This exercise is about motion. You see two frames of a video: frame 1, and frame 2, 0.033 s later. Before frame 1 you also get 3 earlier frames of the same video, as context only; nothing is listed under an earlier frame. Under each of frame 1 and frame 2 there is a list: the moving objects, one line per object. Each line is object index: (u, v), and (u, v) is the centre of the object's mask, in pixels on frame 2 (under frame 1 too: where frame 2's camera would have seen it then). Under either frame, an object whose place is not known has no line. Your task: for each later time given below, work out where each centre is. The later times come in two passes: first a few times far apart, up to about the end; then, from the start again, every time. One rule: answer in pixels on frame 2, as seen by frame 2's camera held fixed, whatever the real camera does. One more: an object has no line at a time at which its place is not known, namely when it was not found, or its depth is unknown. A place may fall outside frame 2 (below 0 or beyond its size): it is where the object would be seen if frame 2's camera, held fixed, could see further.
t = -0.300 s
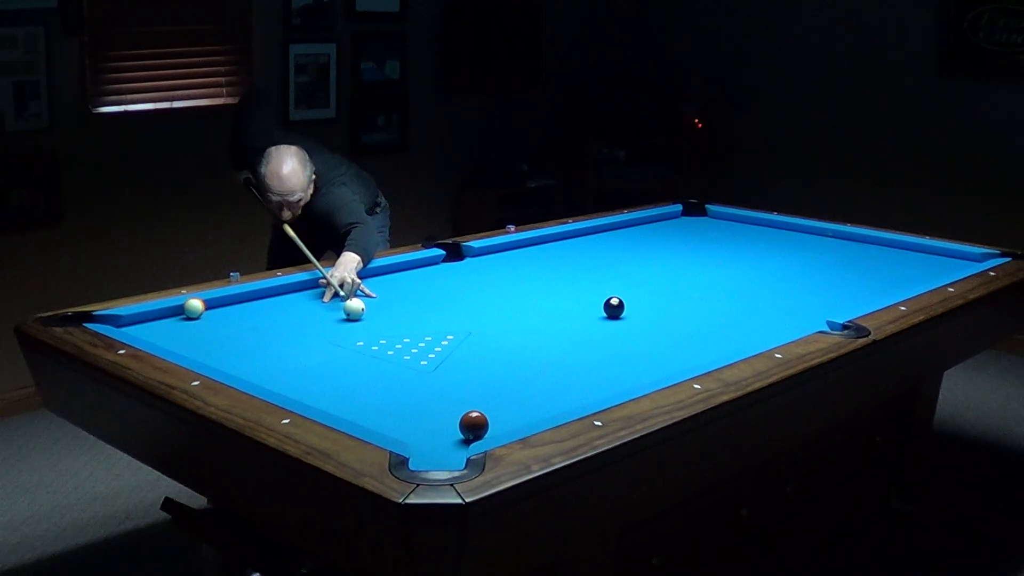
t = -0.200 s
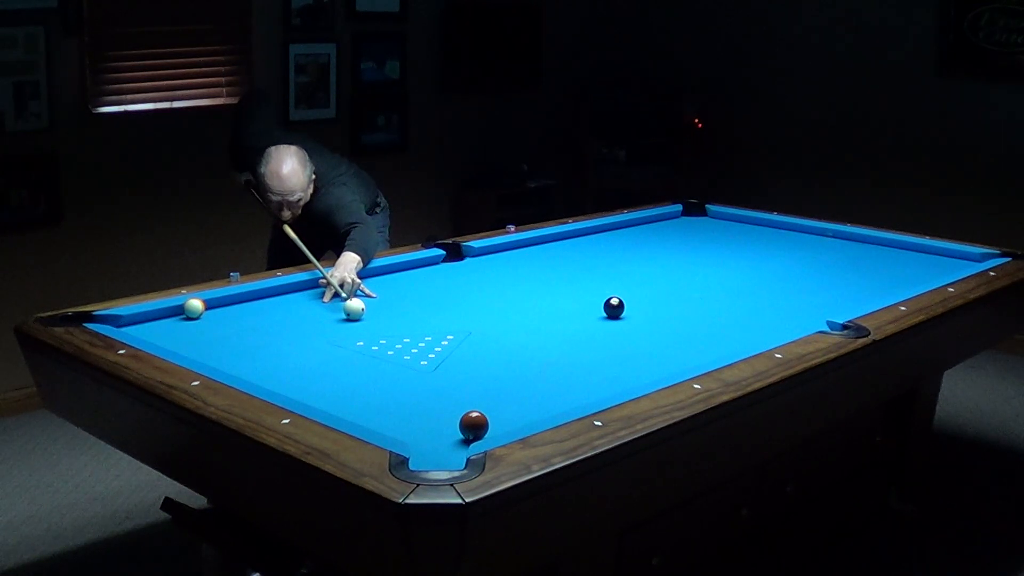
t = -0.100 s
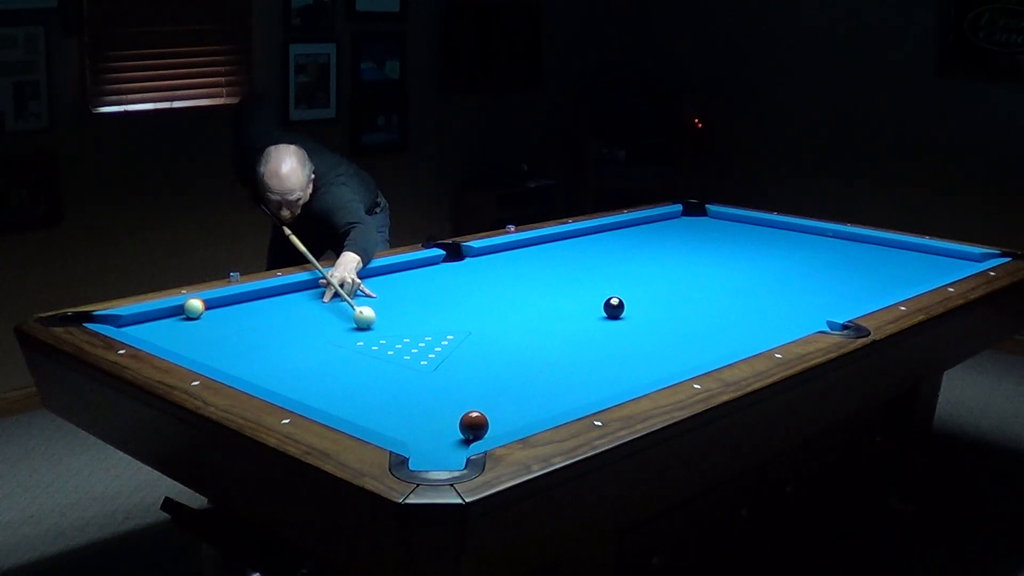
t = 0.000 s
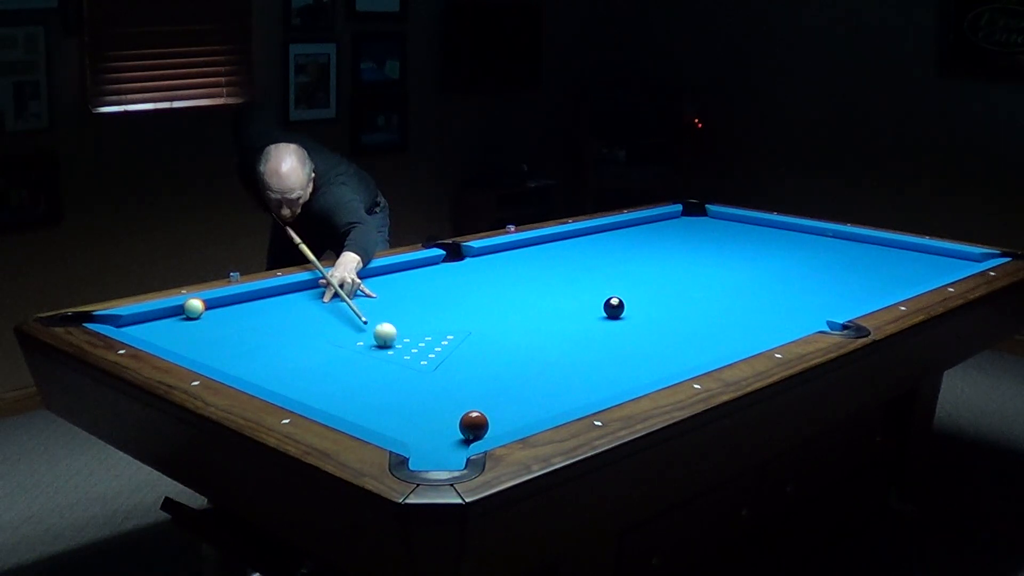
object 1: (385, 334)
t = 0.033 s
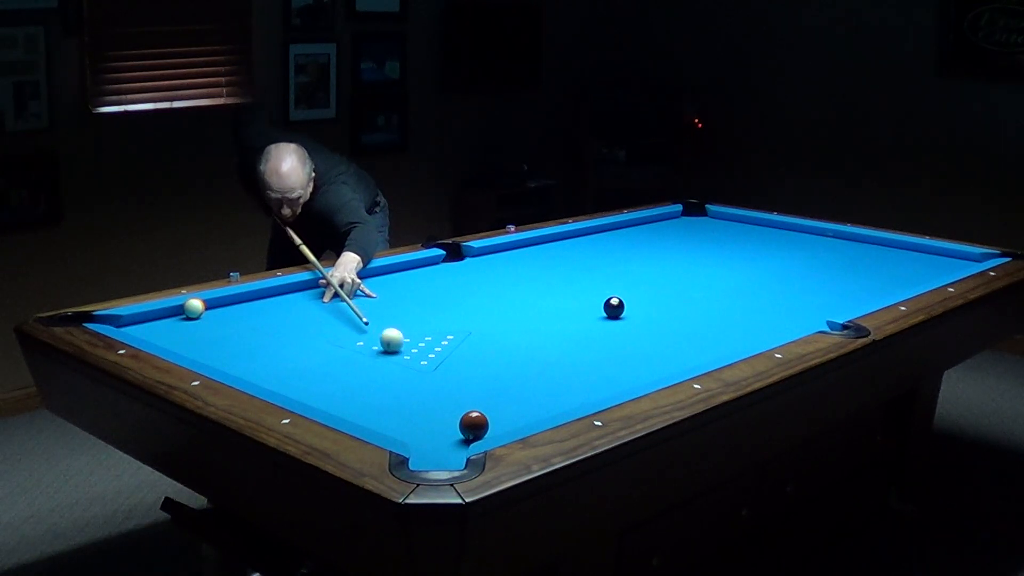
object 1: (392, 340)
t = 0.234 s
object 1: (434, 375)
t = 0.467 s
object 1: (500, 418)
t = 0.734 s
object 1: (490, 403)
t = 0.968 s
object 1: (459, 385)
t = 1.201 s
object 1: (432, 369)
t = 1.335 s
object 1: (418, 361)
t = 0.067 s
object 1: (398, 345)
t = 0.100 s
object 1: (405, 351)
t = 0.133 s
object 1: (412, 357)
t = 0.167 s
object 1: (419, 362)
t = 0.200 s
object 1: (426, 368)
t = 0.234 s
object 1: (434, 375)
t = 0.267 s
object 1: (442, 381)
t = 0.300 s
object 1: (450, 387)
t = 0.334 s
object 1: (458, 394)
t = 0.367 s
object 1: (466, 400)
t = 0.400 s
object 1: (476, 404)
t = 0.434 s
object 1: (489, 413)
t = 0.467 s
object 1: (500, 418)
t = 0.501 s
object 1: (514, 418)
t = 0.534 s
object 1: (521, 417)
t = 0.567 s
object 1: (515, 416)
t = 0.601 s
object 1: (509, 415)
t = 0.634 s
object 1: (504, 412)
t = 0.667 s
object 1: (499, 409)
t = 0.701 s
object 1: (494, 406)
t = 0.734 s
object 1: (490, 403)
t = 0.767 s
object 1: (485, 400)
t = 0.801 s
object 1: (480, 398)
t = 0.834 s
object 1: (476, 395)
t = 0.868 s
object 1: (472, 393)
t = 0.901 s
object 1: (467, 390)
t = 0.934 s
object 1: (463, 388)
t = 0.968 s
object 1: (459, 385)
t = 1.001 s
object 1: (455, 383)
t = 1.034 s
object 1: (451, 380)
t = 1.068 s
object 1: (447, 378)
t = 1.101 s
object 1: (443, 376)
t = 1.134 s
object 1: (439, 373)
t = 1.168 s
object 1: (435, 371)
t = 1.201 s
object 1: (432, 369)
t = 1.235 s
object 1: (428, 367)
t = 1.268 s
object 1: (425, 365)
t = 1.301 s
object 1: (422, 363)
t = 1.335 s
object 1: (418, 361)
